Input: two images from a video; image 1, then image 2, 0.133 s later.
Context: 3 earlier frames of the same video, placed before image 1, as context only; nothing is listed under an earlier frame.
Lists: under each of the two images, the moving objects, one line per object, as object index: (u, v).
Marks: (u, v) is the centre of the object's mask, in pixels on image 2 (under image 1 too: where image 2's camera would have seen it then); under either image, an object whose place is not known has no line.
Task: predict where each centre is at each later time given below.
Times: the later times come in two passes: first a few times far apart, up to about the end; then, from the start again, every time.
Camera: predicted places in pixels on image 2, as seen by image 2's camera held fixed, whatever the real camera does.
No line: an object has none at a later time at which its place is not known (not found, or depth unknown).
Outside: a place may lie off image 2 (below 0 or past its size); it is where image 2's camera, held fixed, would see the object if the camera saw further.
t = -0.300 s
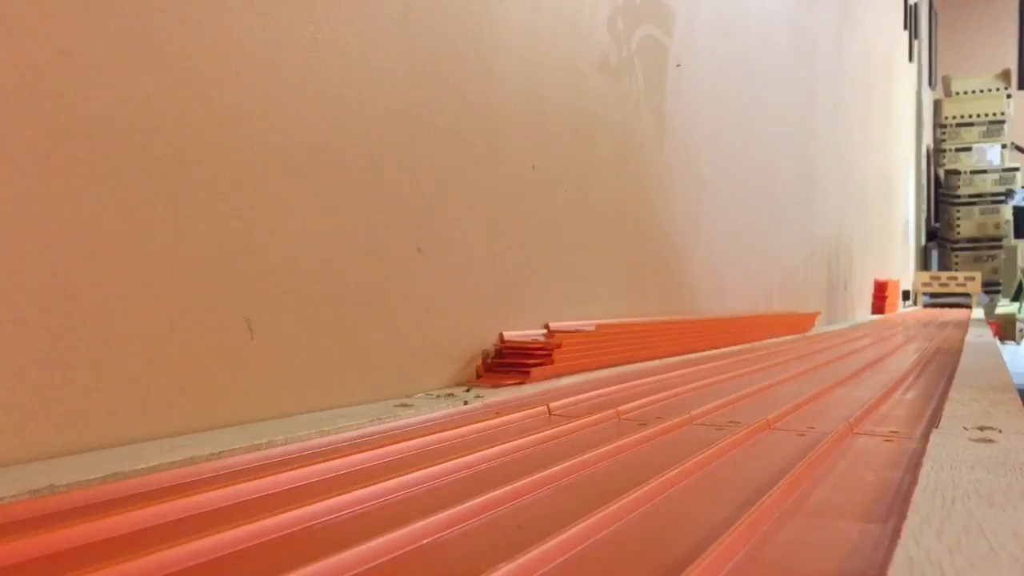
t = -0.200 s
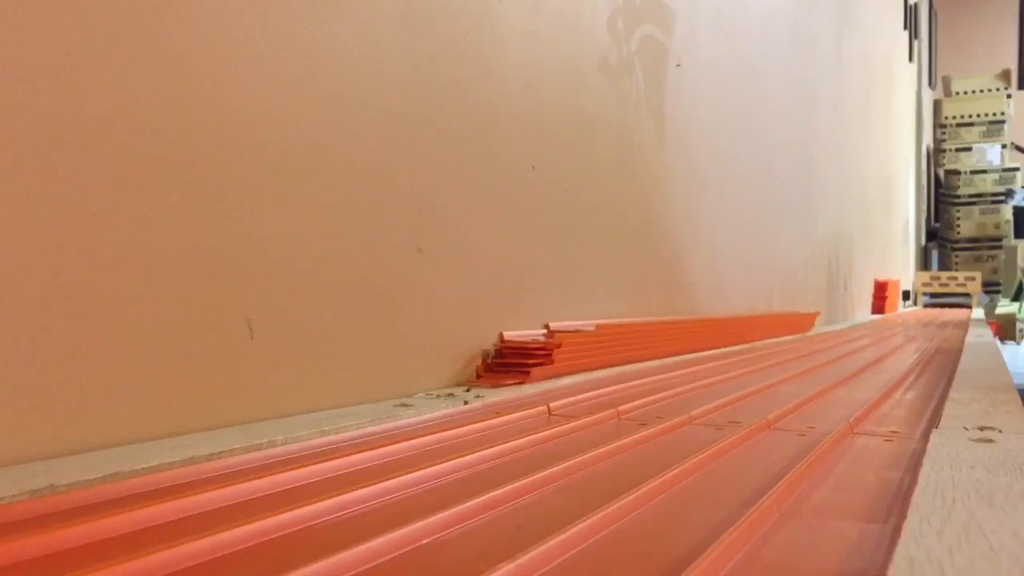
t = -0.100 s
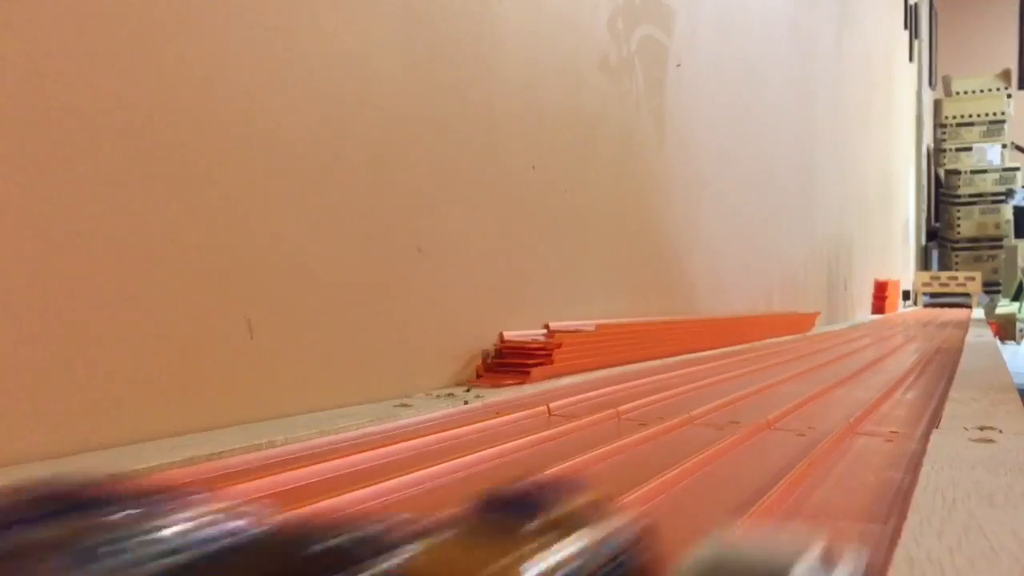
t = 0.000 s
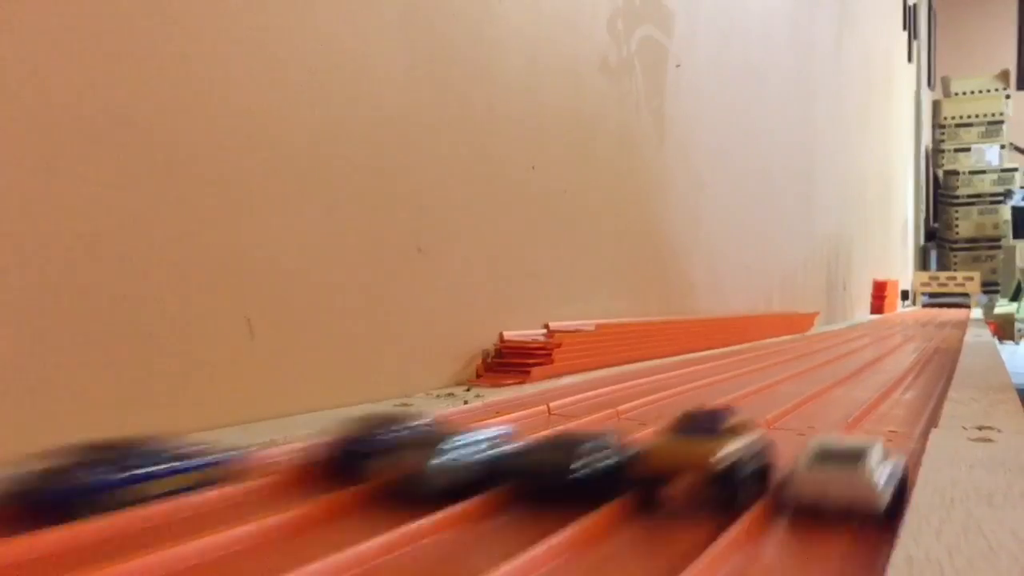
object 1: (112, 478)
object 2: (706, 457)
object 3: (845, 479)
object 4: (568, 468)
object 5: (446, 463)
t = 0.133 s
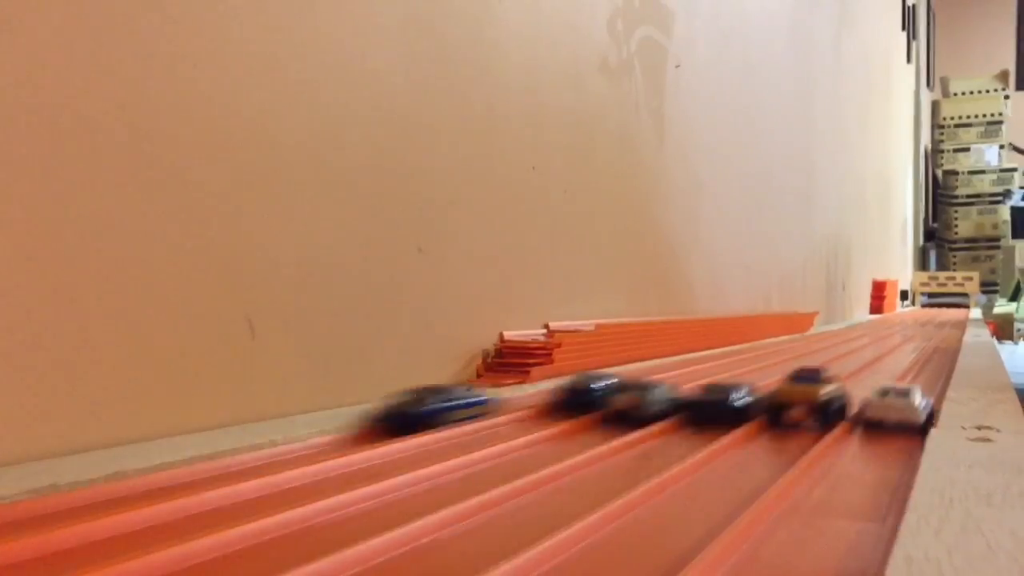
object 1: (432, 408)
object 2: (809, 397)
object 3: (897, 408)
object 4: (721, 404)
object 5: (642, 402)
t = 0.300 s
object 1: (617, 370)
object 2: (871, 364)
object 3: (924, 370)
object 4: (811, 368)
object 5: (758, 366)
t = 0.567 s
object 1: (753, 345)
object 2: (911, 339)
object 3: (946, 342)
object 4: (875, 342)
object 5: (840, 342)
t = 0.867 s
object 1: (827, 329)
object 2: (931, 326)
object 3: (954, 329)
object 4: (908, 328)
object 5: (883, 328)
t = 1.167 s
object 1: (868, 321)
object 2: (942, 317)
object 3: (959, 319)
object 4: (925, 318)
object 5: (908, 318)
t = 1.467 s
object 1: (892, 314)
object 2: (949, 311)
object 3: (962, 312)
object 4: (935, 311)
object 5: (923, 312)
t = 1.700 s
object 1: (906, 309)
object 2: (955, 308)
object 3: (964, 308)
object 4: (940, 308)
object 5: (929, 309)
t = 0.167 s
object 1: (478, 399)
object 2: (829, 388)
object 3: (907, 398)
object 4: (748, 395)
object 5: (672, 392)
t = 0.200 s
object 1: (523, 391)
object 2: (843, 381)
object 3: (913, 390)
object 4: (767, 387)
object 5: (700, 384)
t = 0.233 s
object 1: (557, 383)
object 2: (854, 374)
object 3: (918, 382)
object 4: (784, 380)
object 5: (723, 377)
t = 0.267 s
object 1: (590, 376)
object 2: (863, 369)
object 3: (921, 376)
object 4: (799, 374)
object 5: (742, 371)
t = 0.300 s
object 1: (617, 370)
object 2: (871, 364)
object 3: (924, 370)
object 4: (811, 368)
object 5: (758, 366)
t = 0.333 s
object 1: (641, 365)
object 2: (878, 359)
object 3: (929, 365)
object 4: (823, 364)
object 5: (773, 362)
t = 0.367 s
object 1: (662, 361)
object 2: (885, 356)
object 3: (933, 361)
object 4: (834, 360)
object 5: (786, 359)
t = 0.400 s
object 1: (679, 358)
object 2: (890, 353)
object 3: (936, 358)
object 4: (841, 356)
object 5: (797, 355)
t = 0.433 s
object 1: (697, 354)
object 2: (896, 349)
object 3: (937, 354)
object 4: (849, 353)
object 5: (807, 352)
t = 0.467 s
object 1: (713, 351)
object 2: (900, 346)
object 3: (938, 351)
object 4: (857, 350)
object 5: (817, 349)
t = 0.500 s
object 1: (728, 349)
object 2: (904, 344)
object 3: (941, 348)
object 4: (864, 347)
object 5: (826, 347)
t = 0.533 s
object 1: (741, 346)
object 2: (908, 341)
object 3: (944, 345)
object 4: (870, 345)
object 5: (834, 344)
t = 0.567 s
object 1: (753, 345)
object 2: (911, 339)
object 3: (946, 342)
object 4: (875, 342)
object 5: (840, 342)
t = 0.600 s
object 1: (763, 343)
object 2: (914, 337)
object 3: (946, 340)
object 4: (880, 340)
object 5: (846, 340)
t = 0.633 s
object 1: (773, 340)
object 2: (916, 335)
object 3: (947, 338)
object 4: (885, 338)
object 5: (851, 338)
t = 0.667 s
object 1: (782, 339)
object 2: (919, 334)
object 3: (948, 336)
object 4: (890, 336)
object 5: (857, 336)
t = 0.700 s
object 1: (790, 337)
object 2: (921, 332)
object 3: (949, 334)
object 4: (893, 335)
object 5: (859, 334)
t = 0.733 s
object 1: (799, 336)
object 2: (924, 330)
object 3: (950, 333)
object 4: (896, 333)
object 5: (867, 332)
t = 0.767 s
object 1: (806, 334)
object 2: (926, 329)
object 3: (952, 331)
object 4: (900, 331)
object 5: (871, 331)
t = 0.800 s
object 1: (813, 332)
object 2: (928, 328)
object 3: (953, 329)
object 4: (903, 330)
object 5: (876, 329)
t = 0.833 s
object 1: (821, 331)
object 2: (930, 327)
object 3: (953, 328)
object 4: (906, 329)
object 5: (880, 328)
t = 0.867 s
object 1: (827, 329)
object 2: (931, 326)
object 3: (954, 329)
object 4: (908, 328)
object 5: (883, 328)
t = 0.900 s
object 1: (832, 328)
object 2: (934, 325)
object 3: (956, 326)
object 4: (911, 327)
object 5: (886, 327)
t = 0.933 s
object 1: (838, 327)
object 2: (935, 324)
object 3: (957, 325)
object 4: (914, 326)
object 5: (889, 326)
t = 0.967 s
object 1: (843, 326)
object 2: (936, 323)
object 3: (956, 325)
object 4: (916, 325)
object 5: (894, 324)
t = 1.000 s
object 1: (848, 325)
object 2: (936, 322)
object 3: (957, 324)
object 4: (917, 324)
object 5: (896, 323)
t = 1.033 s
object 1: (852, 325)
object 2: (937, 321)
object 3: (958, 324)
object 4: (918, 323)
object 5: (898, 323)
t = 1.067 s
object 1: (856, 324)
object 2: (940, 320)
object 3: (958, 322)
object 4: (920, 322)
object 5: (900, 322)
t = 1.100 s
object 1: (860, 322)
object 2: (941, 319)
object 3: (957, 320)
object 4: (923, 320)
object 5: (903, 320)
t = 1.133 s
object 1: (865, 321)
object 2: (941, 318)
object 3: (958, 320)
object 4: (925, 319)
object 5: (905, 319)
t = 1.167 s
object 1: (868, 321)
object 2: (942, 317)
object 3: (959, 319)
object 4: (925, 318)
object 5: (908, 318)
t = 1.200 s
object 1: (872, 319)
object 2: (944, 316)
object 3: (959, 317)
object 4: (927, 317)
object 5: (909, 317)
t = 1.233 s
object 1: (874, 319)
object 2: (944, 315)
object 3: (960, 317)
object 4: (928, 316)
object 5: (911, 316)
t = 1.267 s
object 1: (877, 318)
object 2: (945, 314)
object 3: (960, 316)
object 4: (929, 316)
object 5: (912, 316)
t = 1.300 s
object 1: (880, 317)
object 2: (946, 314)
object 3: (960, 315)
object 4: (930, 315)
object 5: (914, 315)
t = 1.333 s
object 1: (882, 316)
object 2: (947, 313)
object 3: (961, 314)
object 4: (932, 314)
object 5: (916, 314)
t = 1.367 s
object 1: (885, 316)
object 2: (947, 312)
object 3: (961, 314)
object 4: (933, 313)
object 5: (918, 313)
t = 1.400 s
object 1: (887, 315)
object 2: (947, 312)
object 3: (961, 314)
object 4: (934, 312)
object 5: (920, 312)
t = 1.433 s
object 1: (891, 314)
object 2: (949, 311)
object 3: (961, 313)
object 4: (936, 312)
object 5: (922, 312)
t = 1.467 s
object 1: (892, 314)
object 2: (949, 311)
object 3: (962, 312)
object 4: (935, 311)
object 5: (923, 312)
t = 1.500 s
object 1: (895, 313)
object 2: (950, 310)
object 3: (963, 311)
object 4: (937, 311)
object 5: (925, 311)
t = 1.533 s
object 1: (897, 312)
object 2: (952, 309)
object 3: (963, 311)
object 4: (939, 310)
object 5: (926, 311)
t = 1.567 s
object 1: (899, 311)
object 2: (953, 309)
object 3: (964, 310)
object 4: (940, 309)
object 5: (928, 310)
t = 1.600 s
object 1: (901, 311)
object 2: (954, 308)
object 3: (964, 309)
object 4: (941, 309)
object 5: (929, 309)
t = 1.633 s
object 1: (903, 310)
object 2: (954, 308)
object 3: (964, 309)
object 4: (941, 309)
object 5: (929, 309)
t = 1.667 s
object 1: (906, 309)
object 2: (954, 308)
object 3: (964, 308)
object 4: (940, 308)
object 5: (929, 309)
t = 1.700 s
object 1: (906, 309)
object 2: (955, 308)
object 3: (964, 308)
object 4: (940, 308)
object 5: (929, 309)
